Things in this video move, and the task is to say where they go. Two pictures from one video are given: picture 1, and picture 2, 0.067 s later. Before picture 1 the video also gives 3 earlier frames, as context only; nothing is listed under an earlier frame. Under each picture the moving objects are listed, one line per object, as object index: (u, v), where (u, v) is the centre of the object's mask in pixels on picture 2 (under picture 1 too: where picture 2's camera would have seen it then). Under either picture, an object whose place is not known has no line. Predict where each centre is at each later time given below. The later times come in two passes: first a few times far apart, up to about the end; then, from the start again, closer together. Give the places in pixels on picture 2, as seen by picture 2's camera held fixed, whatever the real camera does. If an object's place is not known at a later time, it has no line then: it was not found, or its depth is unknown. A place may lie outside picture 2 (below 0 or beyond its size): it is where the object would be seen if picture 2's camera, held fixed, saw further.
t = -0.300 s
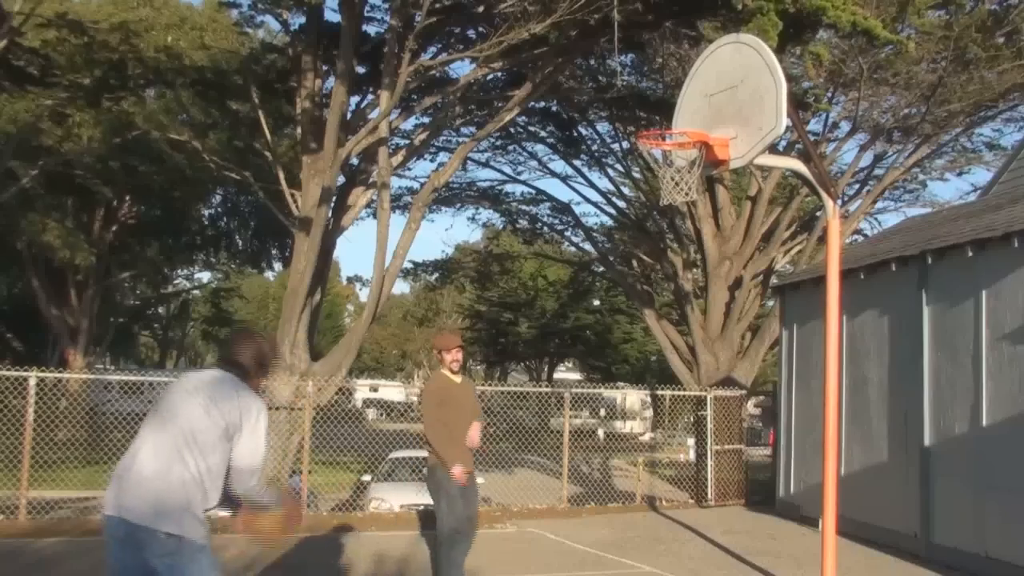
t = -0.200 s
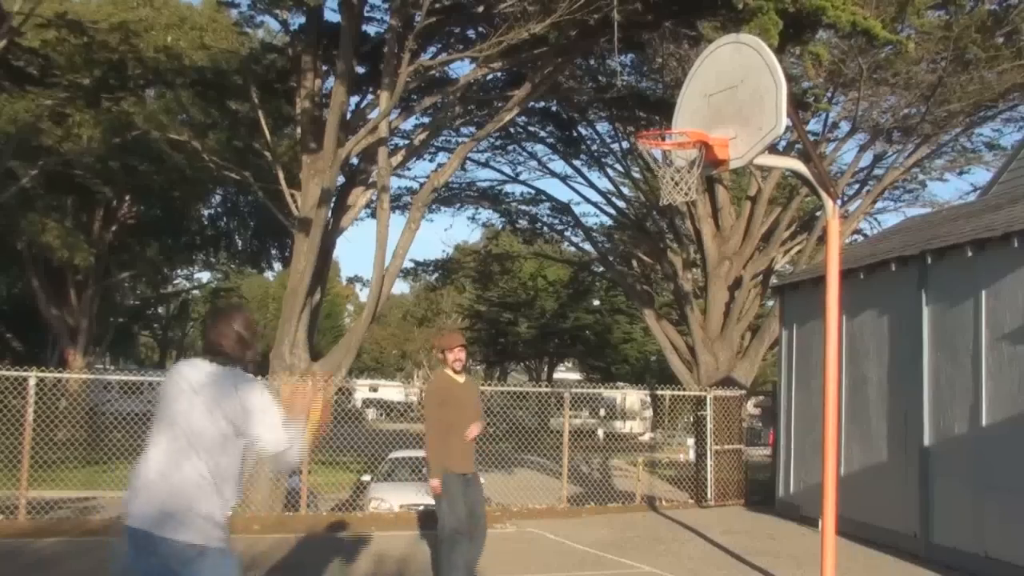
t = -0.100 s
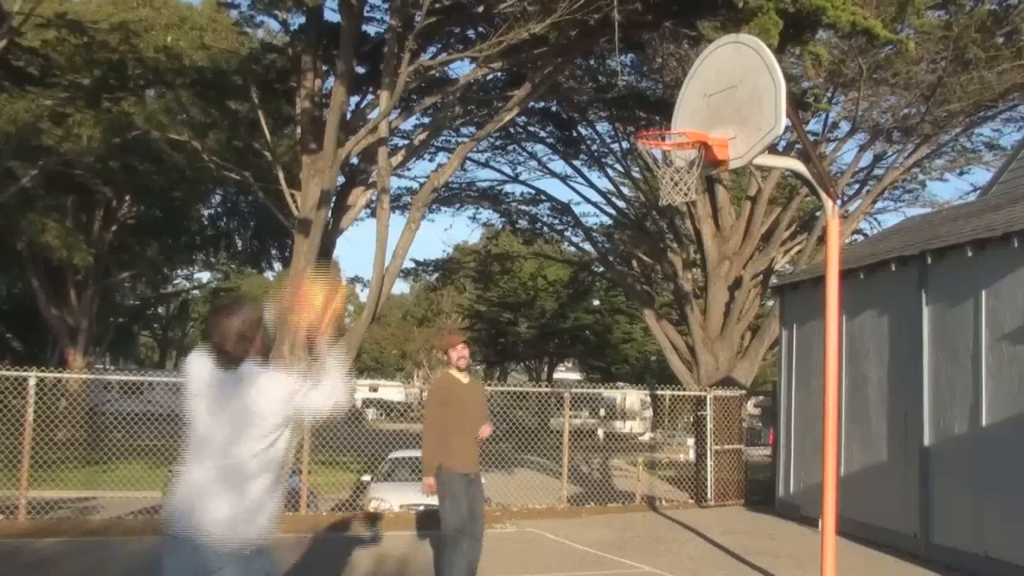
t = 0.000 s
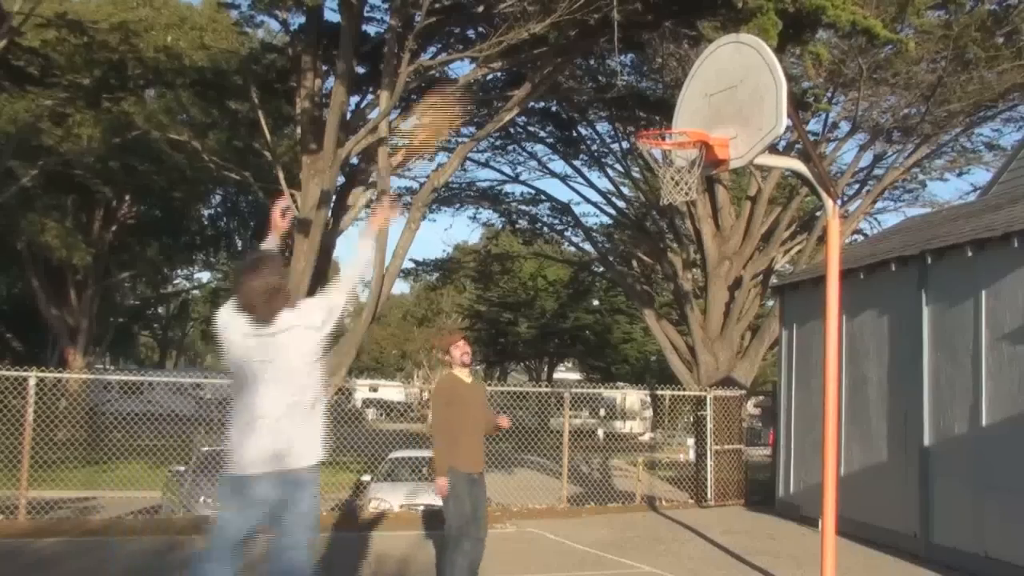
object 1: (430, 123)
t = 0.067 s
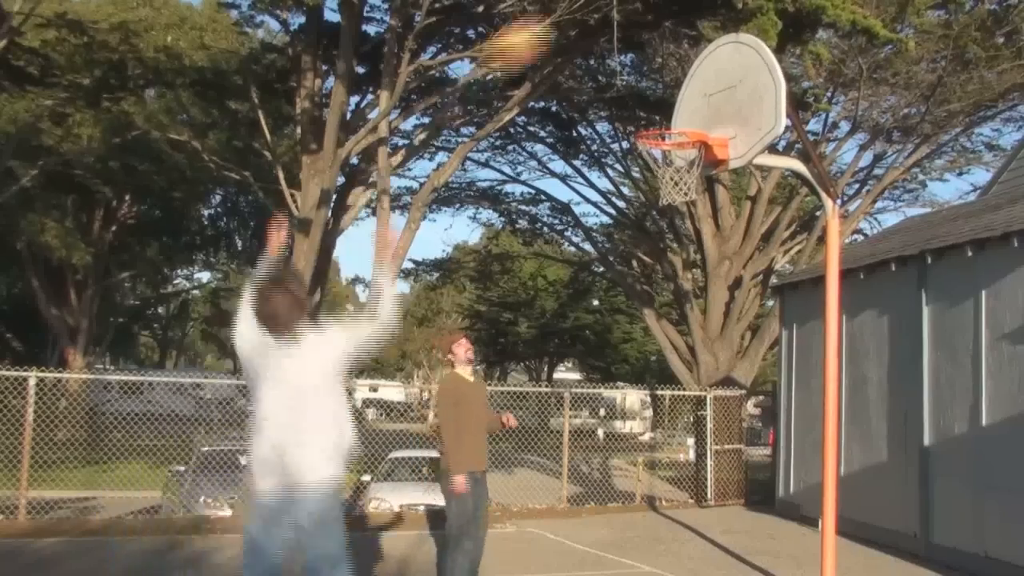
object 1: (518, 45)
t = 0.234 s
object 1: (678, 33)
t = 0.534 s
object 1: (675, 207)
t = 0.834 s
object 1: (771, 536)
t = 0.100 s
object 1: (556, 24)
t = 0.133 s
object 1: (592, 16)
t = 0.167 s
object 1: (624, 16)
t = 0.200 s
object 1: (652, 20)
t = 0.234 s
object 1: (678, 33)
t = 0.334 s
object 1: (697, 111)
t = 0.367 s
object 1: (664, 133)
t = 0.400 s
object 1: (651, 153)
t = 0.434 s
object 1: (653, 173)
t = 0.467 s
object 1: (658, 182)
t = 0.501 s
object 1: (664, 194)
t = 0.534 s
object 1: (675, 207)
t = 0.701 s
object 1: (730, 411)
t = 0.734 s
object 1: (746, 479)
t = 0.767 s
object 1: (752, 541)
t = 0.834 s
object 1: (771, 536)
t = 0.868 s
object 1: (776, 488)
